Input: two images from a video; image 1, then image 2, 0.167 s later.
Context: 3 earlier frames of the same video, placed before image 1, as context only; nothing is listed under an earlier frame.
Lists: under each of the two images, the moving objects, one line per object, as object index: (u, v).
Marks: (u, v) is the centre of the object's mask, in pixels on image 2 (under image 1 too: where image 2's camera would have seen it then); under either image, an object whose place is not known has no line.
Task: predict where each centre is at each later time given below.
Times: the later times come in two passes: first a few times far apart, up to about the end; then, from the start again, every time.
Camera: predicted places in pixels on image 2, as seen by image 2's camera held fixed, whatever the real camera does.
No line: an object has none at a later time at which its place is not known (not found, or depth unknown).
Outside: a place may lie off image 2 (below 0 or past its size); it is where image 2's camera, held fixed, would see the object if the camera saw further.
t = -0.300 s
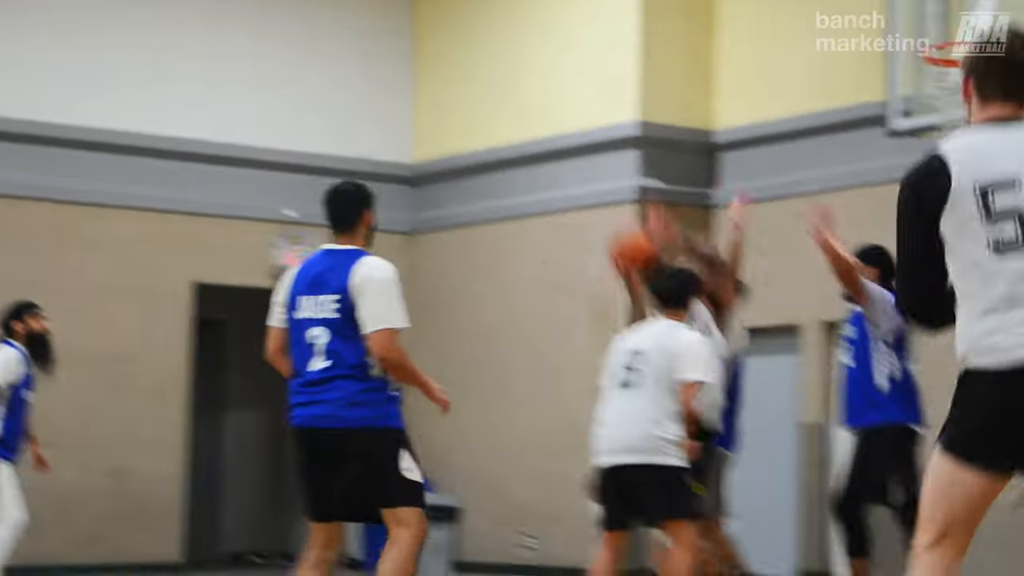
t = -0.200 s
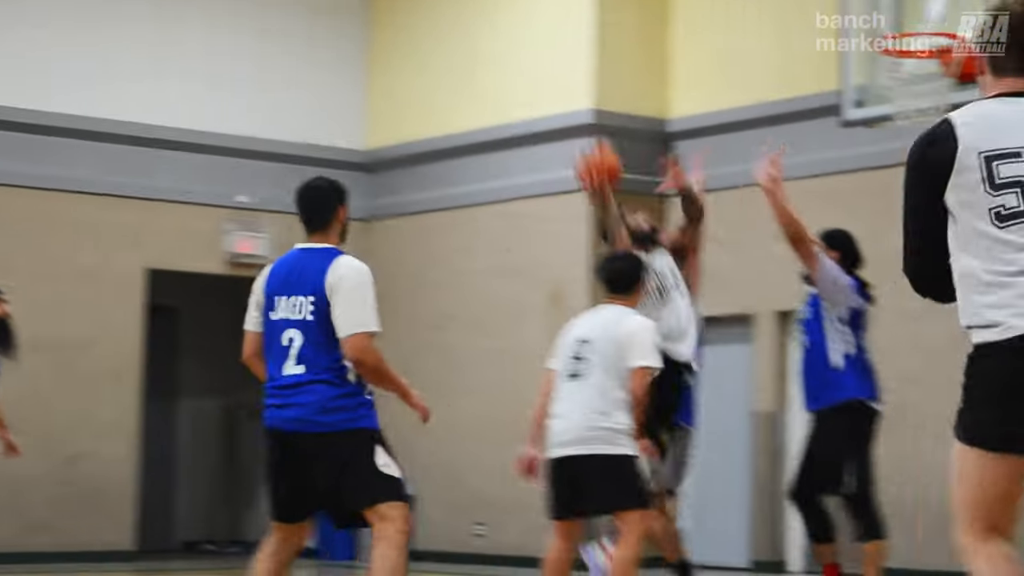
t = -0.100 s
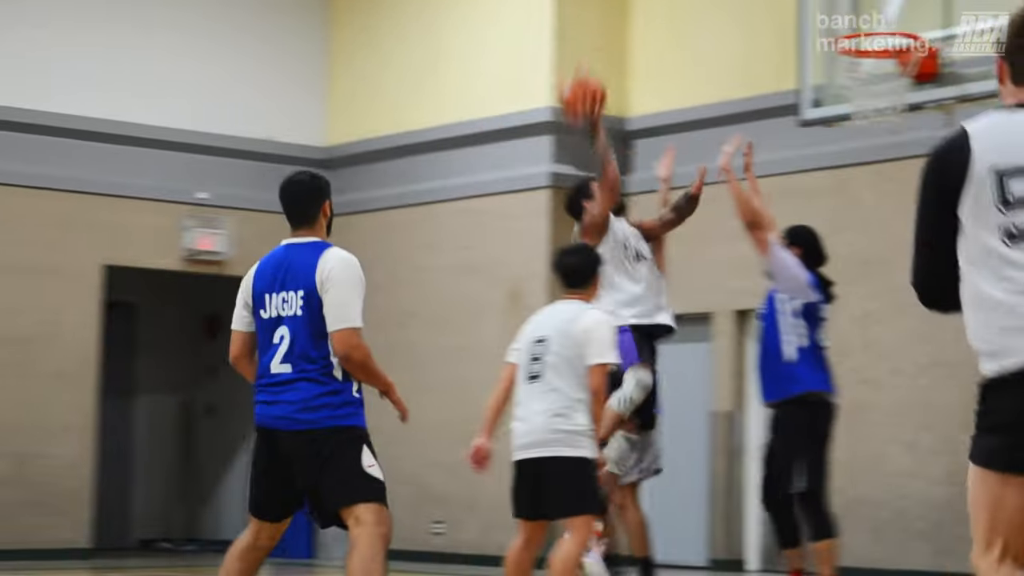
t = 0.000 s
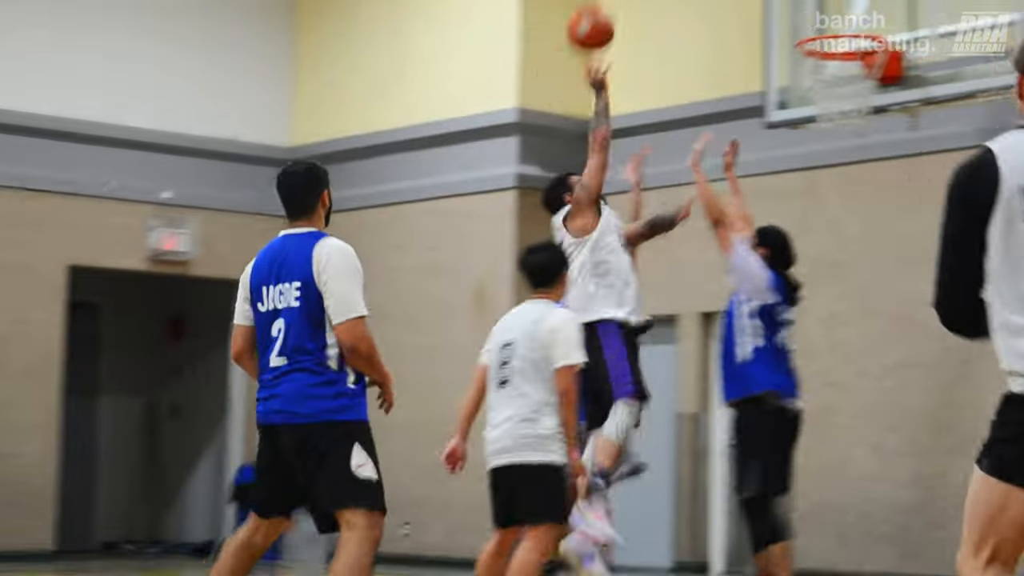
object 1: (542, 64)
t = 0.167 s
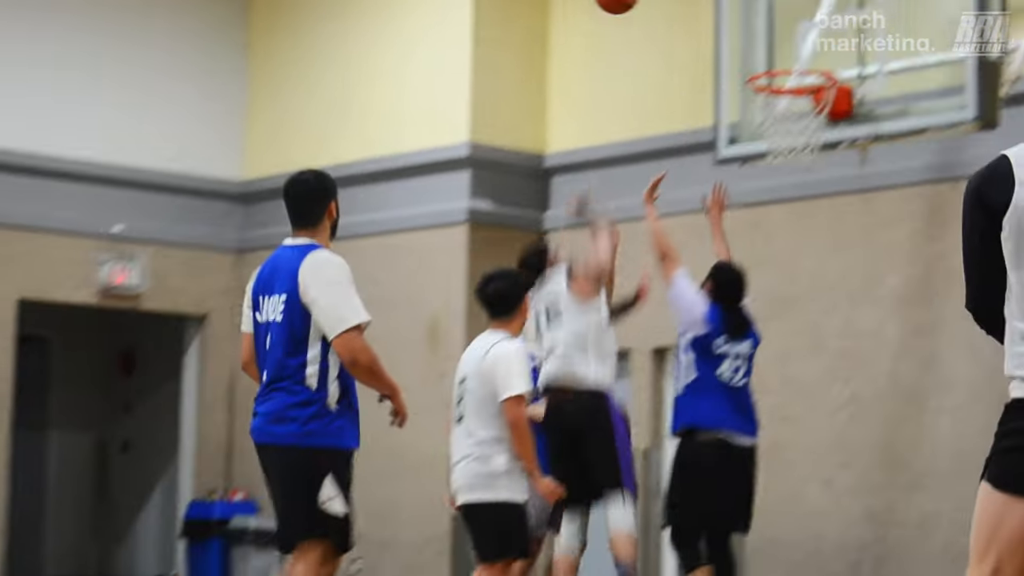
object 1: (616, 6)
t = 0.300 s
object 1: (672, -21)
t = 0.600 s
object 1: (792, 47)
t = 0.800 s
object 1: (791, 152)
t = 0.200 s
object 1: (630, -2)
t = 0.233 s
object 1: (644, -9)
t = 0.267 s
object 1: (658, -16)
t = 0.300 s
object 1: (672, -21)
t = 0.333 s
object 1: (687, -25)
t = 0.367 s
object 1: (701, -26)
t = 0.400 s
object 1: (714, -23)
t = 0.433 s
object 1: (727, -16)
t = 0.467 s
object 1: (741, -7)
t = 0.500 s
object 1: (753, 4)
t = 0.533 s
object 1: (767, 16)
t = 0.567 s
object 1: (780, 31)
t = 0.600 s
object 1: (792, 47)
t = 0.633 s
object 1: (808, 60)
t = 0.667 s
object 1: (814, 88)
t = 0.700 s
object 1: (808, 98)
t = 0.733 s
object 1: (800, 118)
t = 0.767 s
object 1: (795, 136)
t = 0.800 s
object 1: (791, 152)
